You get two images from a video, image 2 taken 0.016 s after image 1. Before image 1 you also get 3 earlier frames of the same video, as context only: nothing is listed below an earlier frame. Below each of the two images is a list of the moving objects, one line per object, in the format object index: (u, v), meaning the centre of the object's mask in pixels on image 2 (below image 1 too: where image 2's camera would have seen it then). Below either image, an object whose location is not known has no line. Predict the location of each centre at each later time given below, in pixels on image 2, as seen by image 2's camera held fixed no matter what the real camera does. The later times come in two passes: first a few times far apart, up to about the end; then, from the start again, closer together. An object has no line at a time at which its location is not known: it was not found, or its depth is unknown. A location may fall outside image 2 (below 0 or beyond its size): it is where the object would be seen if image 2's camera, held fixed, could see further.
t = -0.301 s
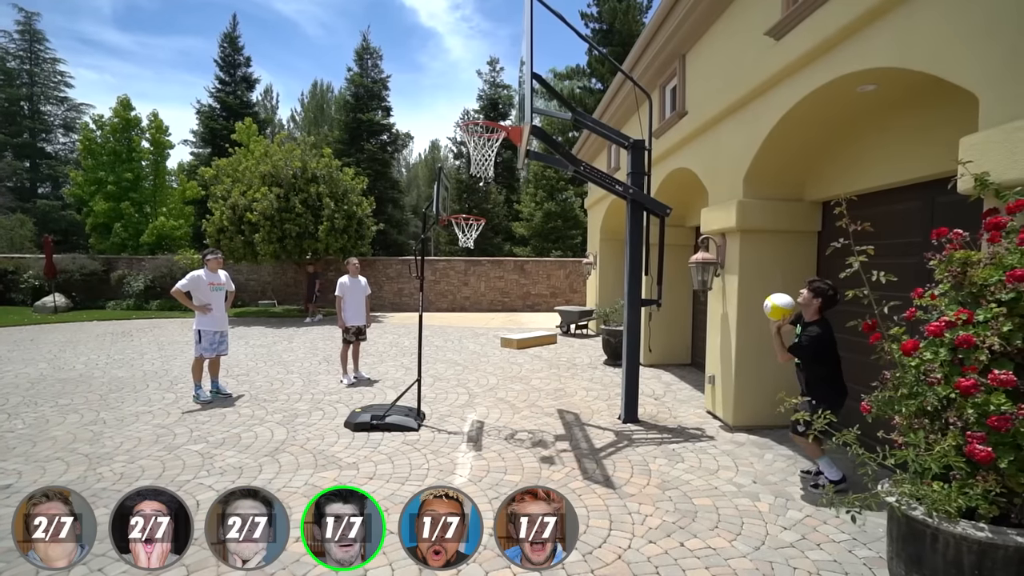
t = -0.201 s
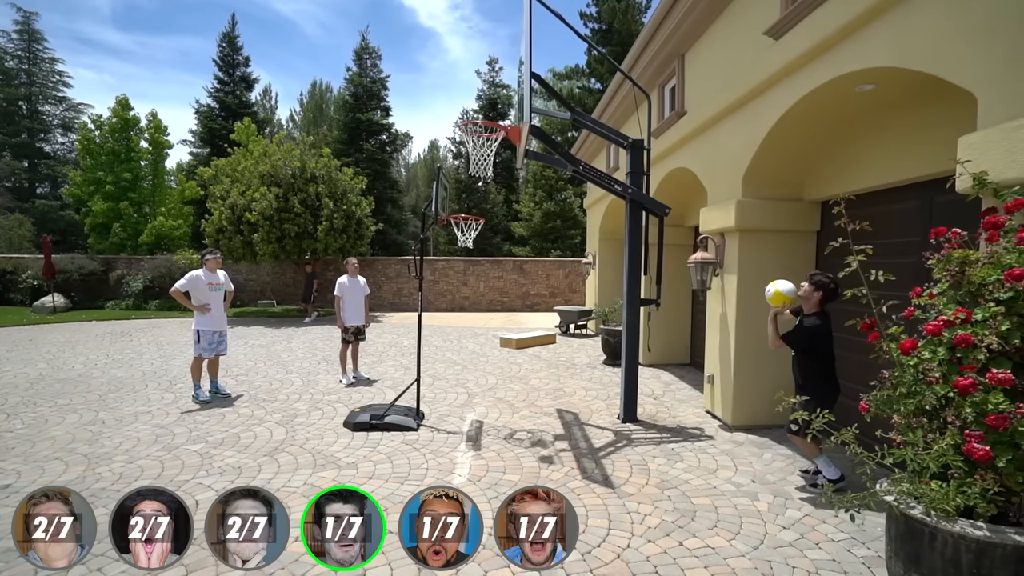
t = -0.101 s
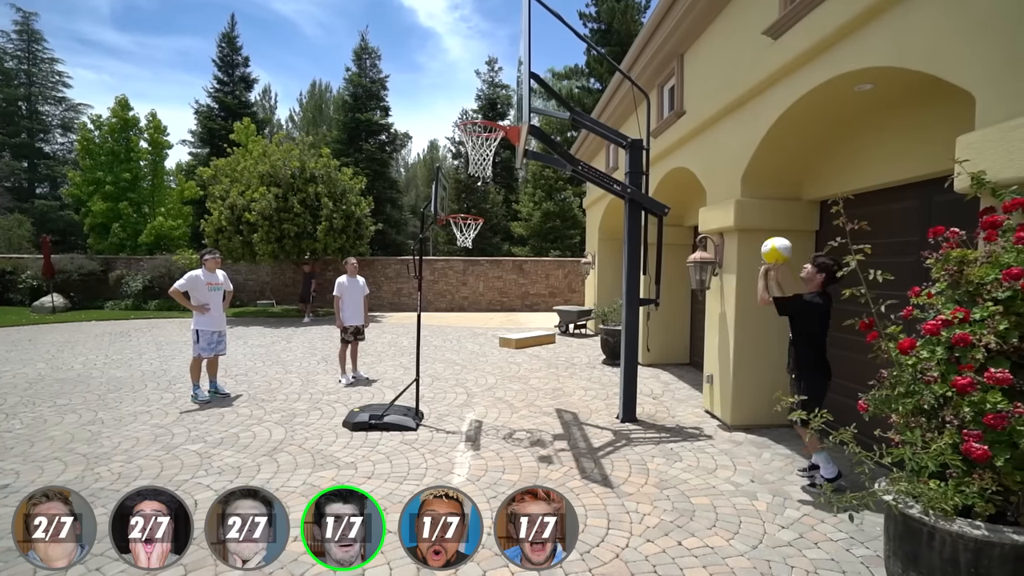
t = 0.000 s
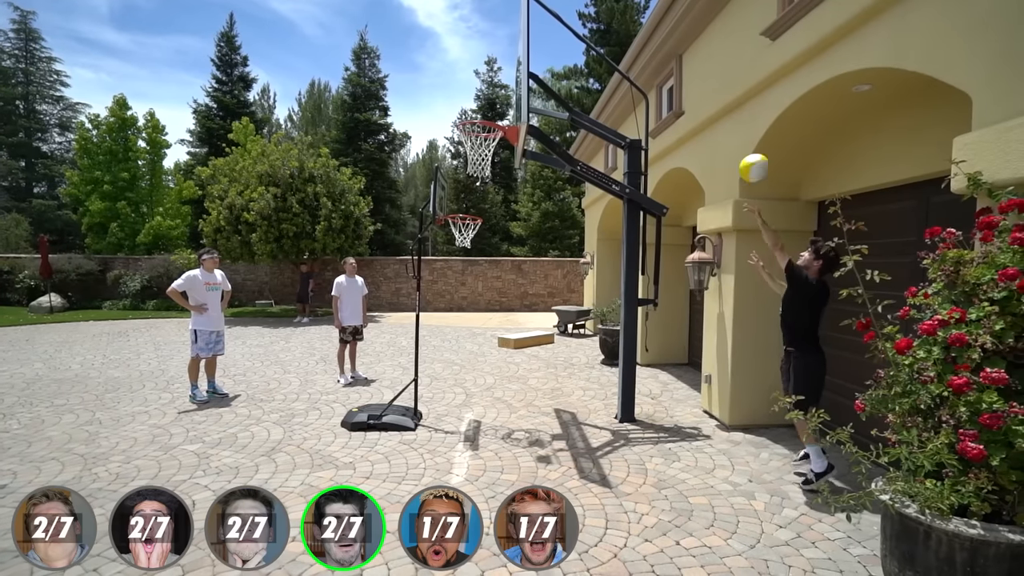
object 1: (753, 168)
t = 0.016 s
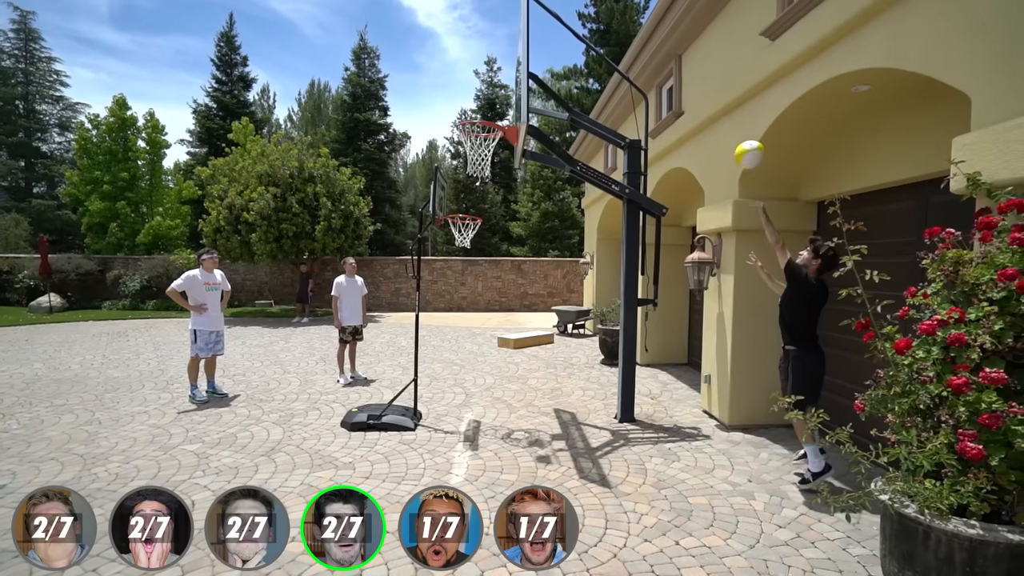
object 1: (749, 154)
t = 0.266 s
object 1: (686, 11)
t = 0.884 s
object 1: (564, 6)
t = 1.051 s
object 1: (537, 67)
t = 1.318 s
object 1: (541, 172)
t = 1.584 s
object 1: (529, 281)
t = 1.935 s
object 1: (526, 338)
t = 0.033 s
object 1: (745, 140)
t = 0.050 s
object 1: (741, 128)
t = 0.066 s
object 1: (737, 116)
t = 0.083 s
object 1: (733, 105)
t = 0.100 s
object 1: (729, 94)
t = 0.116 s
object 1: (725, 83)
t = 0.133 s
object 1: (720, 74)
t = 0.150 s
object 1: (715, 64)
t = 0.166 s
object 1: (711, 55)
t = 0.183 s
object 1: (707, 46)
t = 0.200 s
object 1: (703, 38)
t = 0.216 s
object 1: (698, 30)
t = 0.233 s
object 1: (695, 23)
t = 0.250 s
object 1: (691, 16)
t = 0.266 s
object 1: (686, 11)
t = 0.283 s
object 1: (682, 8)
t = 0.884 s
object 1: (564, 6)
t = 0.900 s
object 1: (561, 9)
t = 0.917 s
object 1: (558, 15)
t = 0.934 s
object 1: (555, 21)
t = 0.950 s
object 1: (552, 27)
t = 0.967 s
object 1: (549, 34)
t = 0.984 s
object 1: (547, 40)
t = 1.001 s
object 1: (544, 47)
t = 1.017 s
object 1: (541, 54)
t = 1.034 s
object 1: (539, 61)
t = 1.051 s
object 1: (537, 67)
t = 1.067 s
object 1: (537, 71)
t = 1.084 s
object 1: (533, 89)
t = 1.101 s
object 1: (533, 92)
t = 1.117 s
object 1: (534, 97)
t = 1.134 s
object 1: (536, 104)
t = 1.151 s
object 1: (537, 111)
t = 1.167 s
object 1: (538, 116)
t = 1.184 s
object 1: (541, 122)
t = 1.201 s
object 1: (544, 127)
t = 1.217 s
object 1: (547, 132)
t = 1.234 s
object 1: (542, 151)
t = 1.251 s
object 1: (543, 154)
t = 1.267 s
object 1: (543, 157)
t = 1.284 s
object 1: (543, 162)
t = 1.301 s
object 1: (542, 167)
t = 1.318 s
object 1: (541, 172)
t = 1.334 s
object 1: (540, 178)
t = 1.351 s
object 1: (539, 184)
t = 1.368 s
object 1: (538, 190)
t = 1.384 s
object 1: (537, 196)
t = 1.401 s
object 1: (537, 202)
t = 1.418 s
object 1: (536, 208)
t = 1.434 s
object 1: (535, 215)
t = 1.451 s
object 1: (535, 222)
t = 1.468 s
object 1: (534, 229)
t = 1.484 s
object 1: (533, 236)
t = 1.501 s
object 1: (533, 243)
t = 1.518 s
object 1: (532, 250)
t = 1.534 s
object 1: (531, 258)
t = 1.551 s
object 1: (530, 266)
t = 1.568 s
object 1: (530, 273)
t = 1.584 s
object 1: (529, 281)
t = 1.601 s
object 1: (528, 290)
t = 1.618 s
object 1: (527, 298)
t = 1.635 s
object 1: (527, 305)
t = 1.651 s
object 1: (526, 314)
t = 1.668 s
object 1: (525, 322)
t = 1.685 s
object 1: (525, 331)
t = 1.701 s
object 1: (524, 340)
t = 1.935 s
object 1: (526, 338)
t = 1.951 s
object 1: (526, 332)
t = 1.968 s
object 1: (527, 327)
